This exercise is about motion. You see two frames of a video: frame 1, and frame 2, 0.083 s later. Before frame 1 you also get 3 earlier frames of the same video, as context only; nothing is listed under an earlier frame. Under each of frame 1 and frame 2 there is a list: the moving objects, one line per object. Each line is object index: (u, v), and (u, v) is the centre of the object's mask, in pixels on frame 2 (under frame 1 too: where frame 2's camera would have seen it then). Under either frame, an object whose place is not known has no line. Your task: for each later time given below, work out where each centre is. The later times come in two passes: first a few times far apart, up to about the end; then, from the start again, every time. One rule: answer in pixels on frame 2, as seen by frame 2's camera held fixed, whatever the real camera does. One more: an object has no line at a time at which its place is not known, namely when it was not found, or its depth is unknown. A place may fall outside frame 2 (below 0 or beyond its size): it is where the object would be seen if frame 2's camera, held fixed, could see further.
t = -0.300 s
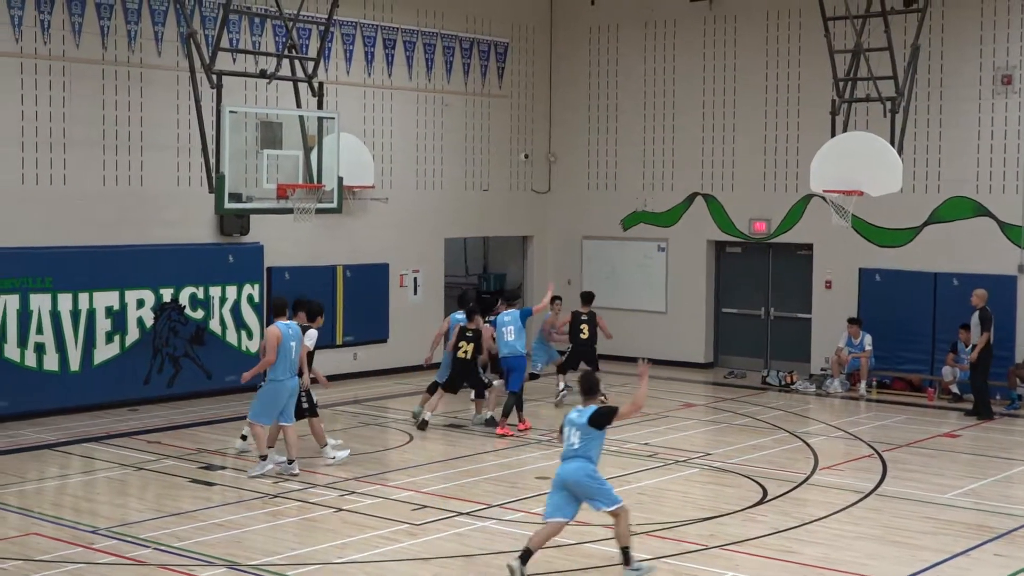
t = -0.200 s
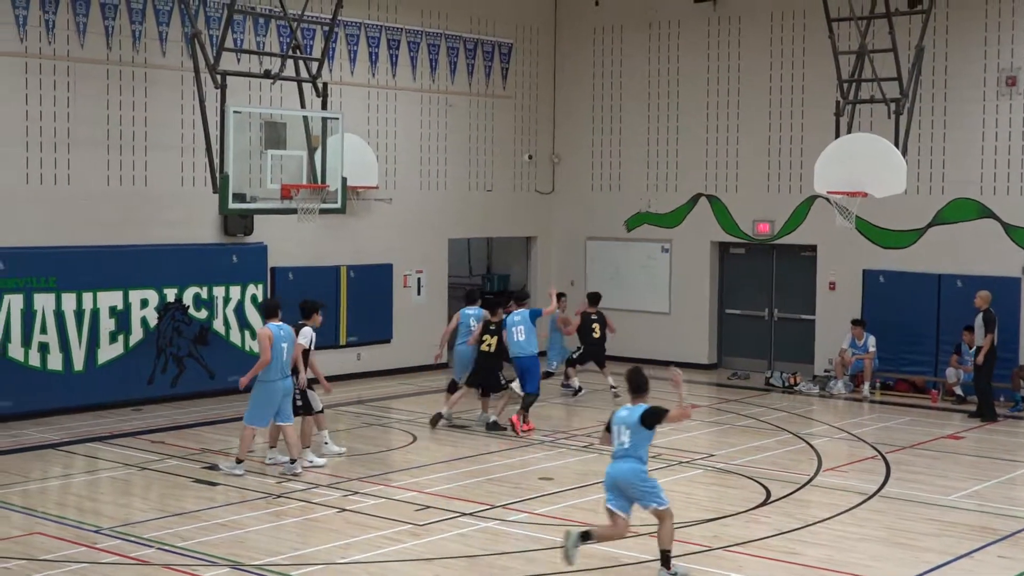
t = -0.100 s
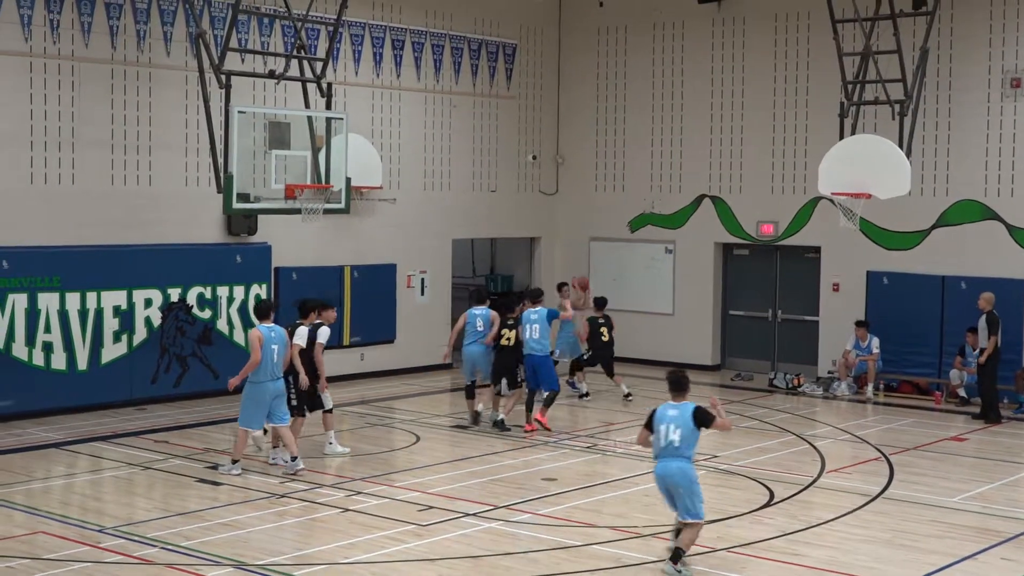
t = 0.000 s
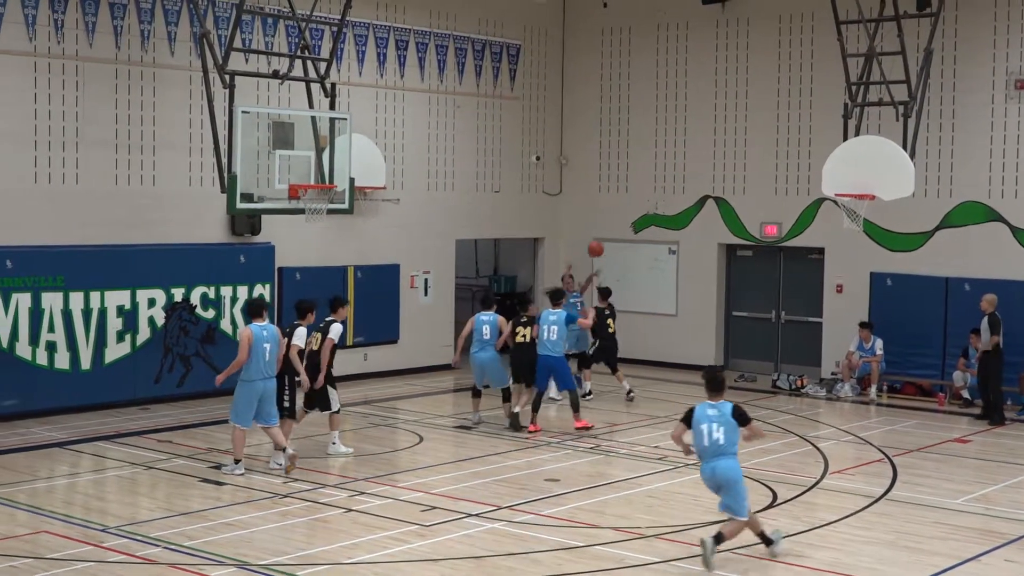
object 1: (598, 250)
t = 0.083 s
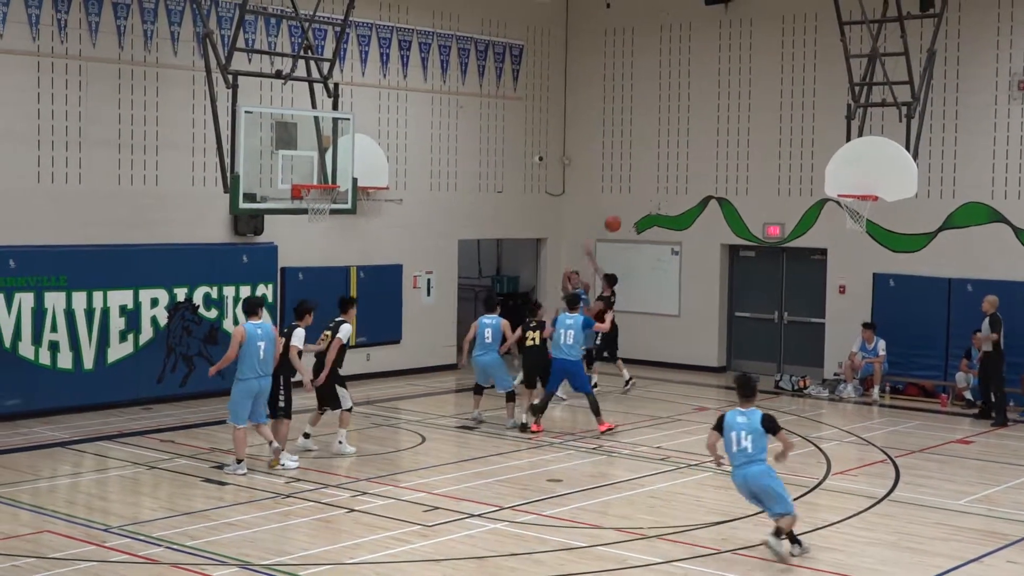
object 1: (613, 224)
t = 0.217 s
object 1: (637, 189)
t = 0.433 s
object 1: (681, 155)
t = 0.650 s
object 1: (733, 155)
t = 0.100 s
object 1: (616, 219)
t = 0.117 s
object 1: (618, 214)
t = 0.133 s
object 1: (621, 210)
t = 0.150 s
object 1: (624, 205)
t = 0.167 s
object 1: (627, 201)
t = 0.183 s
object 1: (630, 196)
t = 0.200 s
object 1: (634, 193)
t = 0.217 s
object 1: (637, 189)
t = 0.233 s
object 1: (640, 186)
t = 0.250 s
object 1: (643, 182)
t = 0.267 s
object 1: (647, 179)
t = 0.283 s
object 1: (650, 176)
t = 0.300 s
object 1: (653, 172)
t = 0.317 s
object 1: (656, 170)
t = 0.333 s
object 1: (660, 167)
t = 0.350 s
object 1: (663, 164)
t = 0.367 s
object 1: (667, 162)
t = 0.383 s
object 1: (670, 160)
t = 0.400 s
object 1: (673, 159)
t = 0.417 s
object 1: (678, 158)
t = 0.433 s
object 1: (681, 155)
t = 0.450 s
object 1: (685, 153)
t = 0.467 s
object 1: (688, 153)
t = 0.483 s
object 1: (692, 152)
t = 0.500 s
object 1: (696, 151)
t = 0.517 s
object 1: (700, 151)
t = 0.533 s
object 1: (704, 151)
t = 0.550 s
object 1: (708, 151)
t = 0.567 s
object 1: (712, 151)
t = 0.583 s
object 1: (716, 152)
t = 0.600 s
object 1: (720, 152)
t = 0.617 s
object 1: (724, 153)
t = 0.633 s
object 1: (727, 154)
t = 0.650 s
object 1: (733, 155)
